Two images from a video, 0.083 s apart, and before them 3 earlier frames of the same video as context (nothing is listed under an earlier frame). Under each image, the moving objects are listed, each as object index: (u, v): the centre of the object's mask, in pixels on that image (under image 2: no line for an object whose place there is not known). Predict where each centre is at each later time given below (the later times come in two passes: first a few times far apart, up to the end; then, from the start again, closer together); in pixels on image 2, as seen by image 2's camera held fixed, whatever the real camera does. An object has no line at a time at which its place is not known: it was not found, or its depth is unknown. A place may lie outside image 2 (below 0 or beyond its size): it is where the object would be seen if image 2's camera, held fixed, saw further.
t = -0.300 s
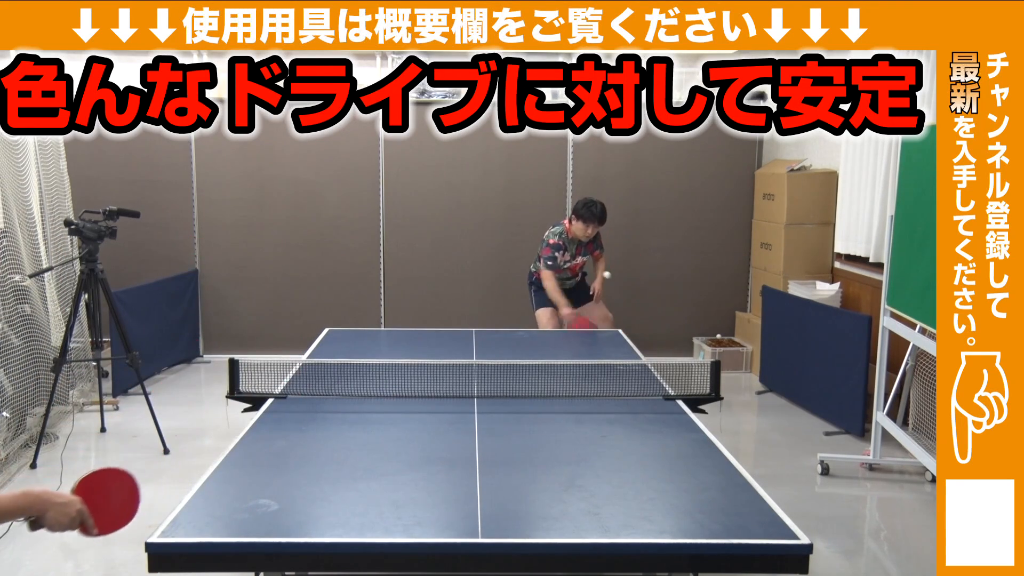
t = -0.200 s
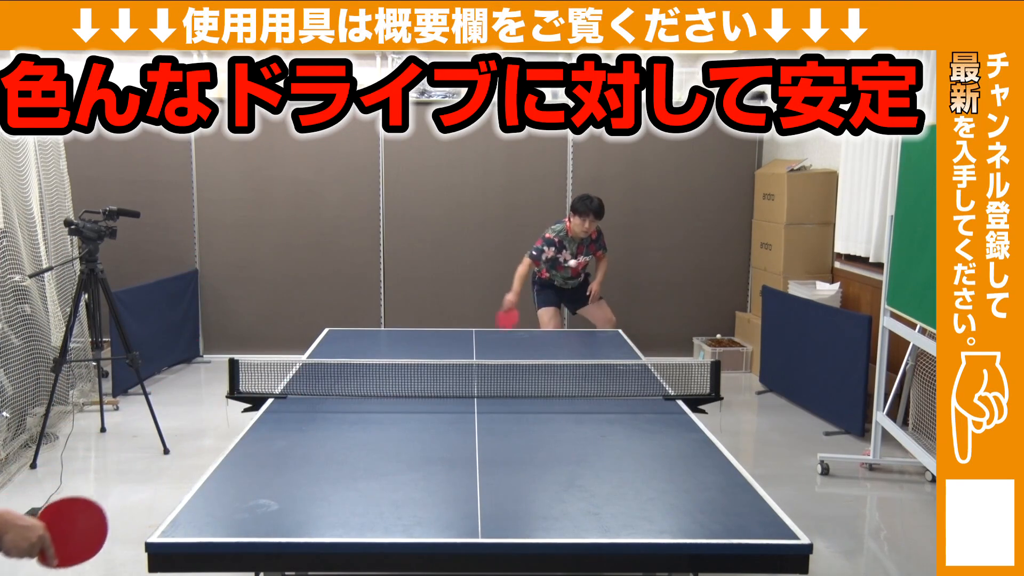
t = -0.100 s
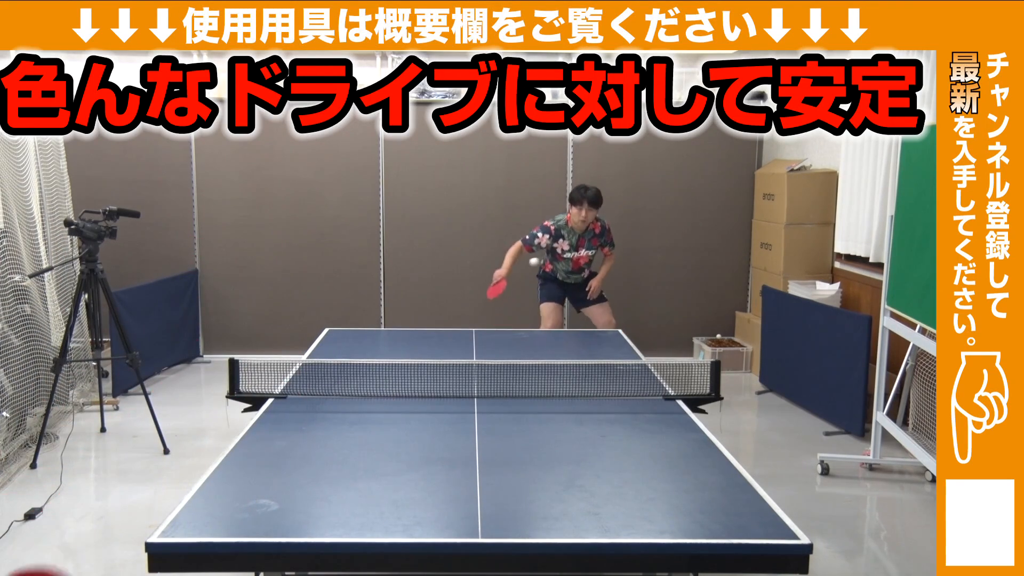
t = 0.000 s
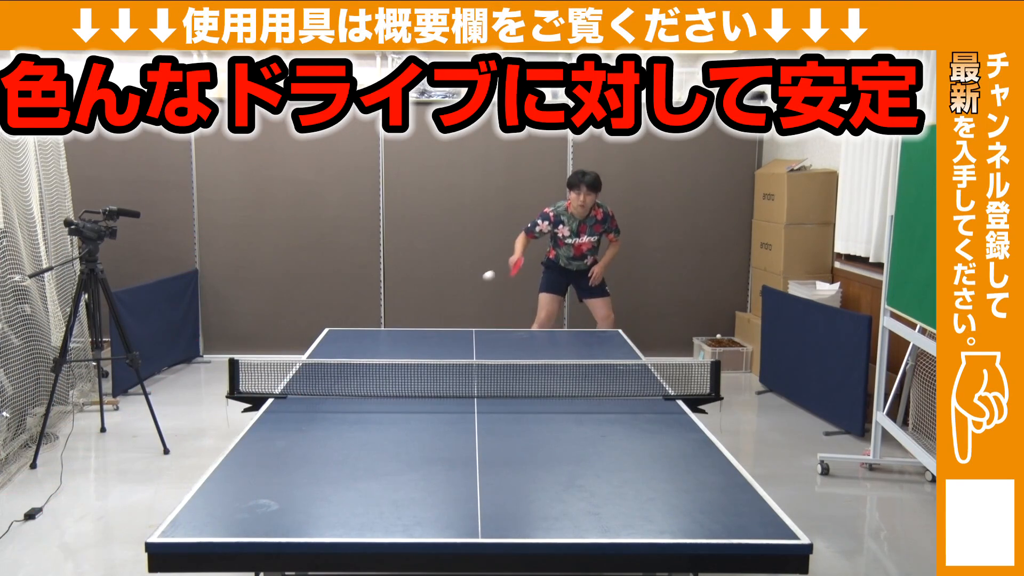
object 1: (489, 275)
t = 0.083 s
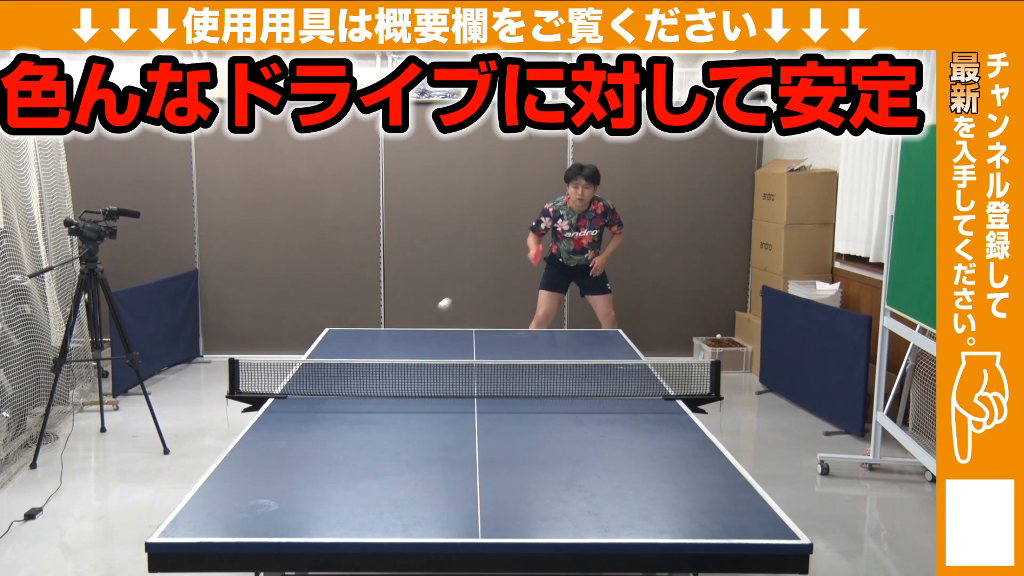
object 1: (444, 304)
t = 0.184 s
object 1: (382, 366)
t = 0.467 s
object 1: (177, 461)
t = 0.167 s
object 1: (394, 352)
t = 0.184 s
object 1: (382, 366)
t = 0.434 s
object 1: (204, 456)
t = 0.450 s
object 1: (191, 458)
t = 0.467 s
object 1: (177, 461)
